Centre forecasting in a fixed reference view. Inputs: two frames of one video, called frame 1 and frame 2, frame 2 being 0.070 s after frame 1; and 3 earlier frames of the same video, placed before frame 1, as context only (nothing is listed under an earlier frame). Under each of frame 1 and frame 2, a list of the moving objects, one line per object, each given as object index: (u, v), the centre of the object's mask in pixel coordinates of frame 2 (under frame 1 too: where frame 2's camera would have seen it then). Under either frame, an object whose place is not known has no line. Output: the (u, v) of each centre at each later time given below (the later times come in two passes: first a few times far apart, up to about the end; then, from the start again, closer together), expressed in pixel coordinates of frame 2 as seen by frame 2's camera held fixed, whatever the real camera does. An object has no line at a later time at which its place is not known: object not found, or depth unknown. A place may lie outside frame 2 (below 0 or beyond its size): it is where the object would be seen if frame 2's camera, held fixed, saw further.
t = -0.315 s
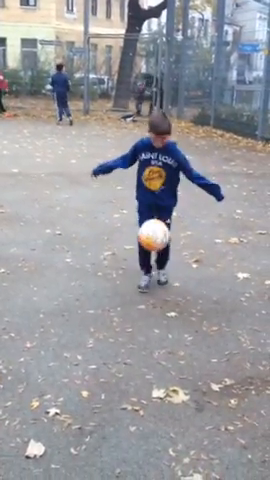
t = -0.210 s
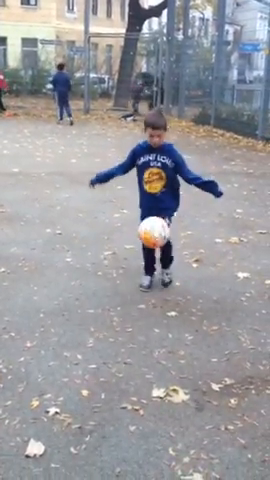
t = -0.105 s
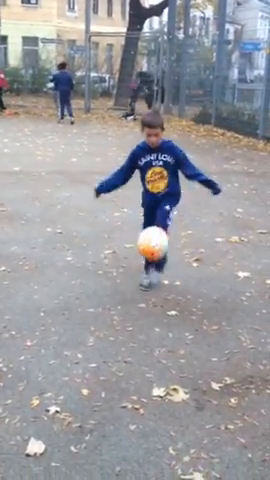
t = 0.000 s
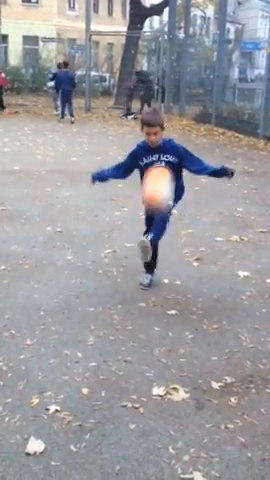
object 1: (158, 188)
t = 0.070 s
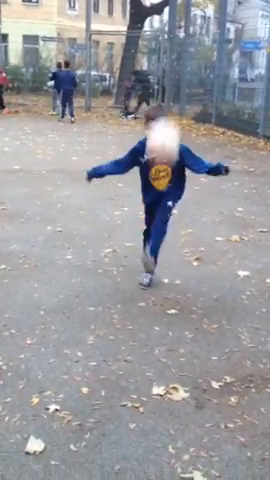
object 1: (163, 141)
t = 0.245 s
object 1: (177, 45)
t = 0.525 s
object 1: (196, 7)
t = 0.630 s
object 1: (200, 19)
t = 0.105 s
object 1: (165, 118)
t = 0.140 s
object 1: (170, 95)
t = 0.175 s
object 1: (171, 78)
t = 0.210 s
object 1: (174, 61)
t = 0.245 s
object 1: (177, 45)
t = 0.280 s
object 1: (179, 30)
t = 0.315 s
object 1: (180, 19)
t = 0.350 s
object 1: (183, 16)
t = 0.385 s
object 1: (185, 13)
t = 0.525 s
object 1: (196, 7)
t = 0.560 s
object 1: (195, 11)
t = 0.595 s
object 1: (194, 17)
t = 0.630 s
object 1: (200, 19)
